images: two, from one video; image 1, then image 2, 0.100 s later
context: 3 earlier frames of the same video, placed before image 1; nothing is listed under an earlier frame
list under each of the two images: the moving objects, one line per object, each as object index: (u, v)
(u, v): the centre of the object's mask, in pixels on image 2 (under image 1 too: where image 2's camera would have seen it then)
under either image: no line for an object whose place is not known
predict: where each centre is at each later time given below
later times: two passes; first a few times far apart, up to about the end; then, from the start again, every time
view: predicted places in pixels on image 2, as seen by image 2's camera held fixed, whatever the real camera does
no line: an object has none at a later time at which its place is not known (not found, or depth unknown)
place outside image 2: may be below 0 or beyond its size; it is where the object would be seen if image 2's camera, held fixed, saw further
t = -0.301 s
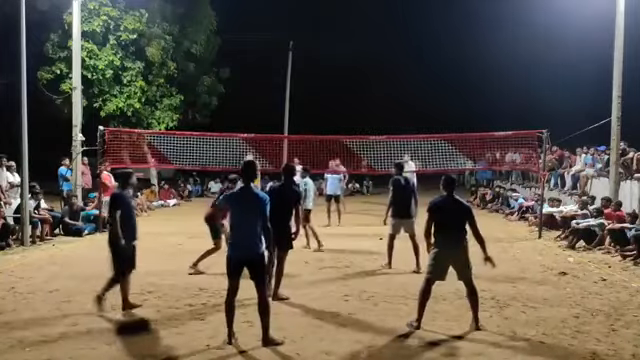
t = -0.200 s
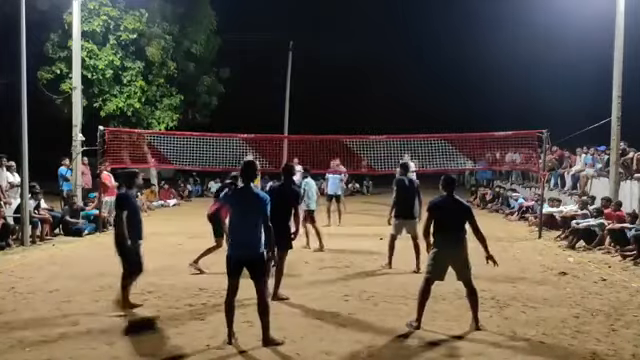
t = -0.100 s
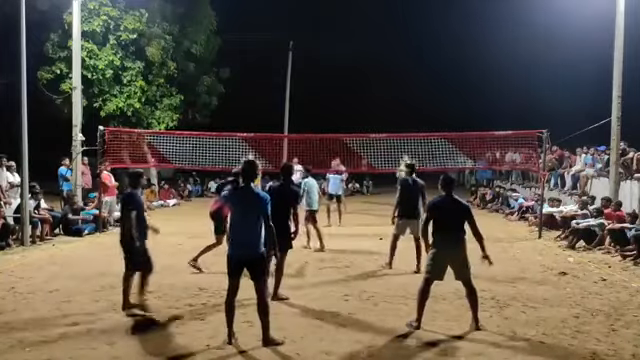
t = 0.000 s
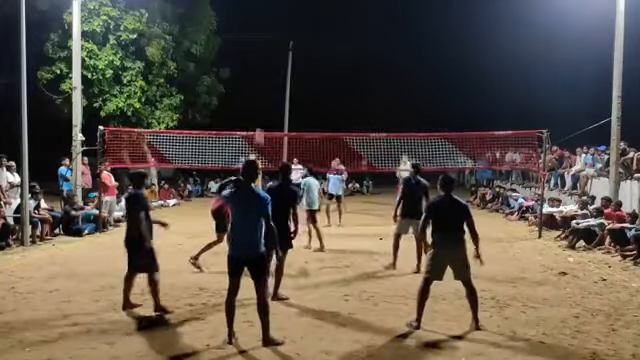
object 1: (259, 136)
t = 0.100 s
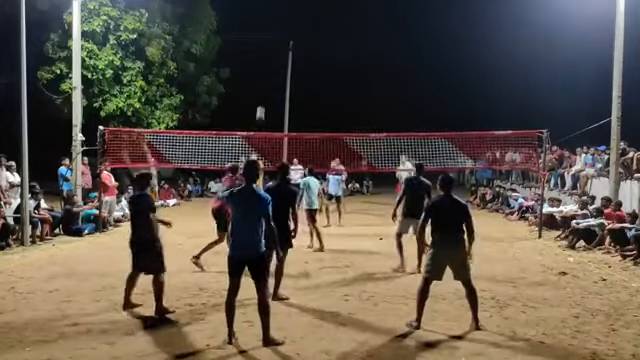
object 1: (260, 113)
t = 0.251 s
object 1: (262, 90)
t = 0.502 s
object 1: (263, 80)
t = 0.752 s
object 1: (265, 91)
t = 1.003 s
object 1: (266, 121)
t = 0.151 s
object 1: (261, 104)
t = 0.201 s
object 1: (261, 97)
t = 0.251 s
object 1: (262, 90)
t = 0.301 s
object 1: (262, 86)
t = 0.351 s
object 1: (263, 83)
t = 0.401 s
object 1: (263, 81)
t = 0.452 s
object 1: (264, 79)
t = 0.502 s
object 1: (263, 80)
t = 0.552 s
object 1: (264, 80)
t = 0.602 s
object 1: (264, 82)
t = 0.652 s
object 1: (264, 84)
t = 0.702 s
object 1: (265, 88)
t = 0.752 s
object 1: (265, 91)
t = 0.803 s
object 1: (265, 96)
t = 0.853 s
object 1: (265, 101)
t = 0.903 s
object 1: (266, 107)
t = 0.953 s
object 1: (266, 114)
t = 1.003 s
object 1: (266, 121)
